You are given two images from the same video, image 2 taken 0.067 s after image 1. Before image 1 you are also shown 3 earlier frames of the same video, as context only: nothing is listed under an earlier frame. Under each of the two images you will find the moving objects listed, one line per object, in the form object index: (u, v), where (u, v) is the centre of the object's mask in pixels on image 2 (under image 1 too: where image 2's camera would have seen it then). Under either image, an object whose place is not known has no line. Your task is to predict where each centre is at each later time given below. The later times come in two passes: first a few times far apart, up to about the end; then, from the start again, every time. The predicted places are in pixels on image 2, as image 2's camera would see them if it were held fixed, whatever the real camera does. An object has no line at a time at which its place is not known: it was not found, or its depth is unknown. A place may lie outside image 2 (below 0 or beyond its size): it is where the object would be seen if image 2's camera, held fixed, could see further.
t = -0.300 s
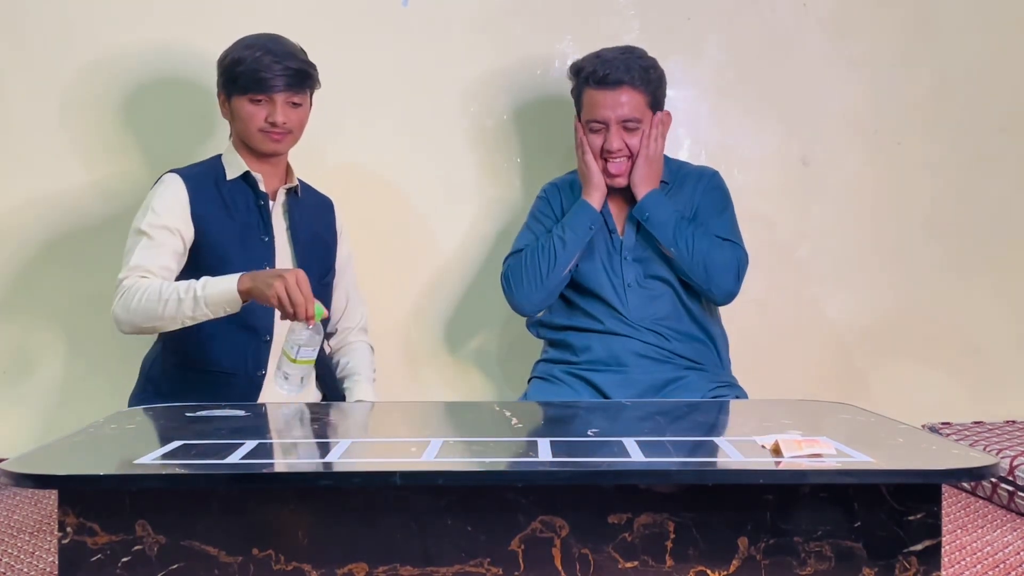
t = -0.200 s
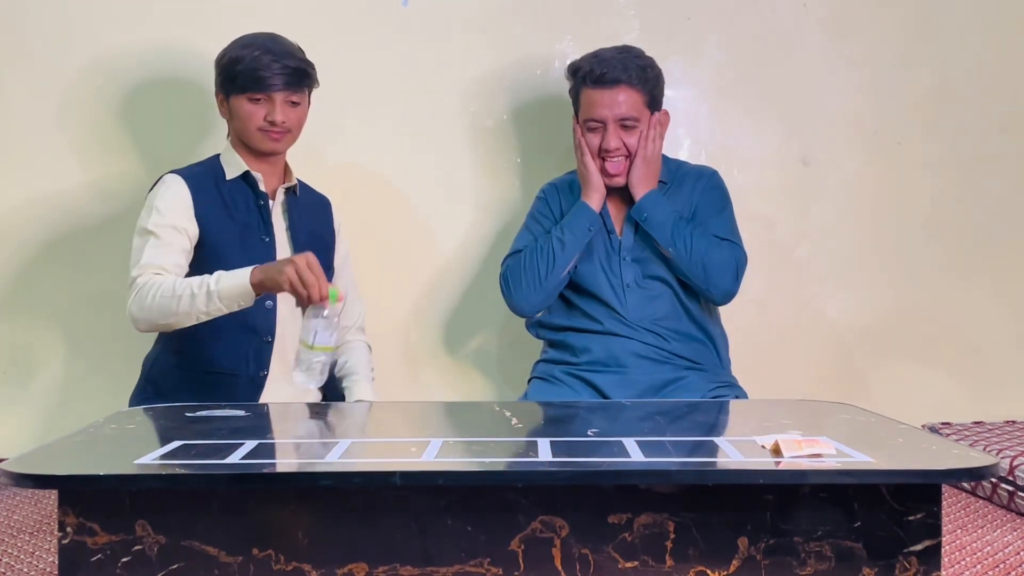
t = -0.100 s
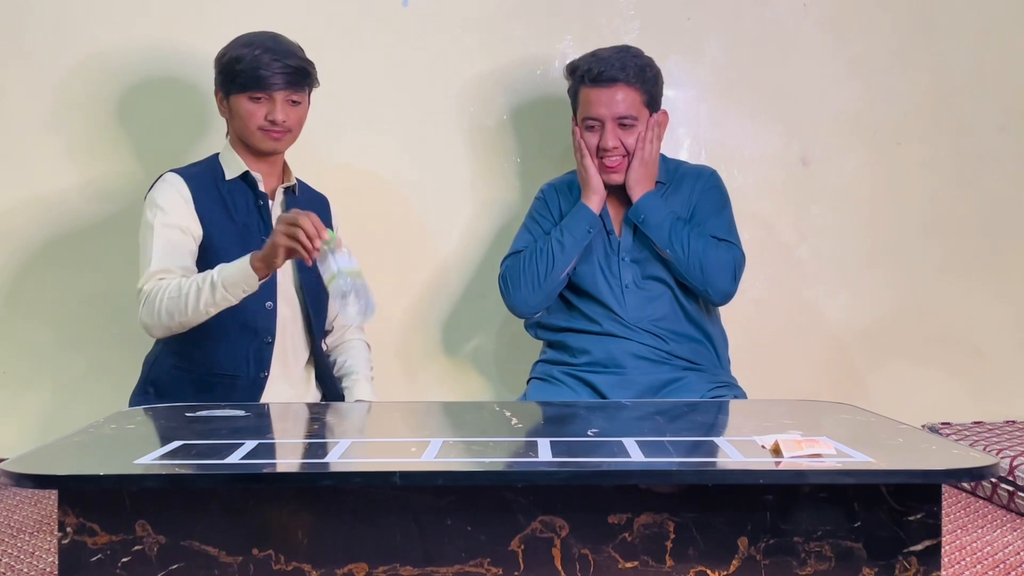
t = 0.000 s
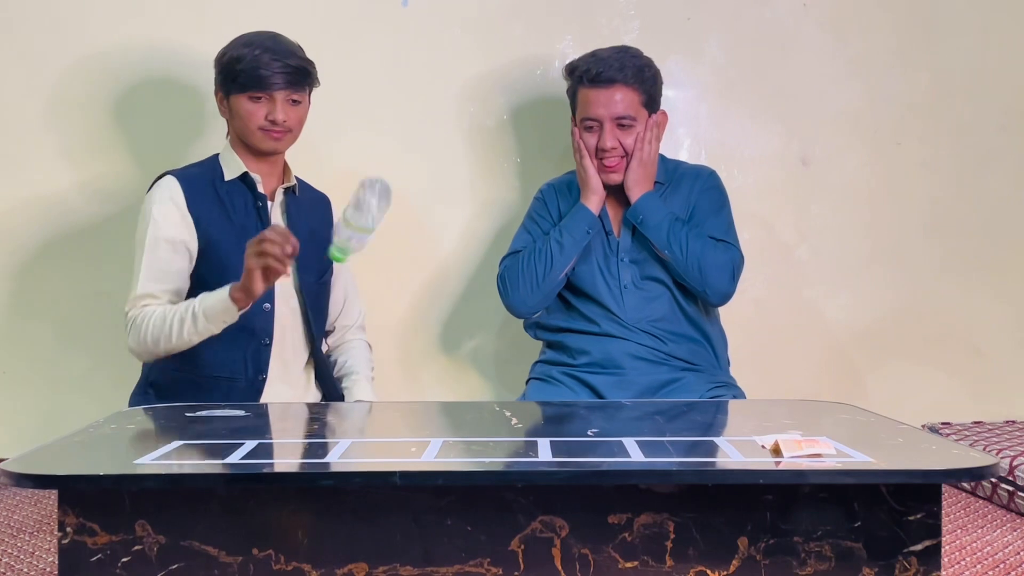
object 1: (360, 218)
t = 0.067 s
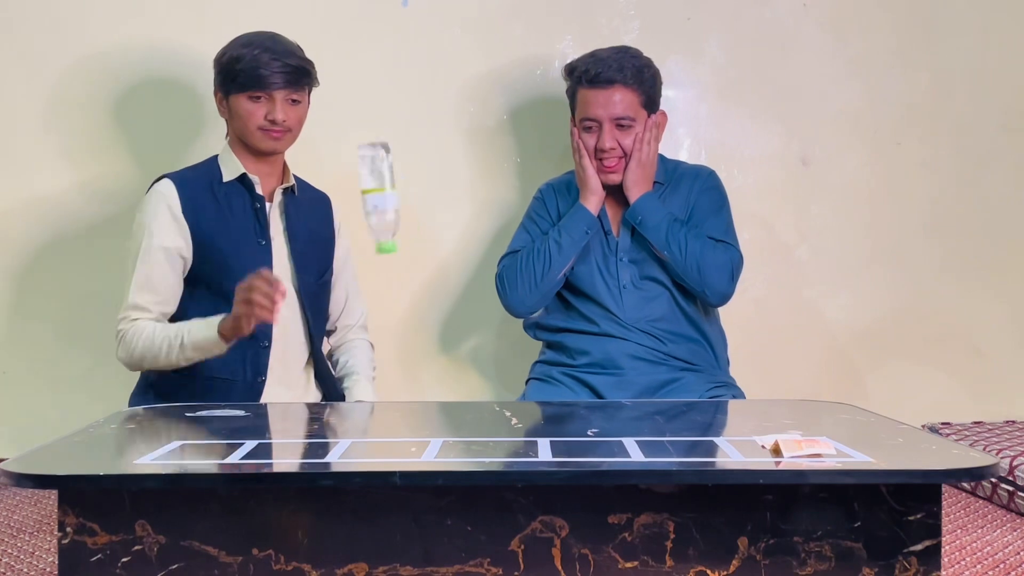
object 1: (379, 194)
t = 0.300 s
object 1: (419, 276)
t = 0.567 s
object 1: (463, 411)
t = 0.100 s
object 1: (388, 185)
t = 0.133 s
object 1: (394, 179)
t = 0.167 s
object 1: (398, 181)
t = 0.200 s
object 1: (403, 192)
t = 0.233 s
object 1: (408, 212)
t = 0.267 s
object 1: (413, 240)
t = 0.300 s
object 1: (419, 276)
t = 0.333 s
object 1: (424, 320)
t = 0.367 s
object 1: (429, 370)
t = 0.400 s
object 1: (437, 377)
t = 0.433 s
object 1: (447, 395)
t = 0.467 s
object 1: (450, 408)
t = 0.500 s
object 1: (456, 410)
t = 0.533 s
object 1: (461, 411)
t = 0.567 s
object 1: (463, 411)
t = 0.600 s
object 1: (463, 411)
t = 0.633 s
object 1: (463, 412)
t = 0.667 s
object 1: (464, 412)
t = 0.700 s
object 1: (464, 412)
